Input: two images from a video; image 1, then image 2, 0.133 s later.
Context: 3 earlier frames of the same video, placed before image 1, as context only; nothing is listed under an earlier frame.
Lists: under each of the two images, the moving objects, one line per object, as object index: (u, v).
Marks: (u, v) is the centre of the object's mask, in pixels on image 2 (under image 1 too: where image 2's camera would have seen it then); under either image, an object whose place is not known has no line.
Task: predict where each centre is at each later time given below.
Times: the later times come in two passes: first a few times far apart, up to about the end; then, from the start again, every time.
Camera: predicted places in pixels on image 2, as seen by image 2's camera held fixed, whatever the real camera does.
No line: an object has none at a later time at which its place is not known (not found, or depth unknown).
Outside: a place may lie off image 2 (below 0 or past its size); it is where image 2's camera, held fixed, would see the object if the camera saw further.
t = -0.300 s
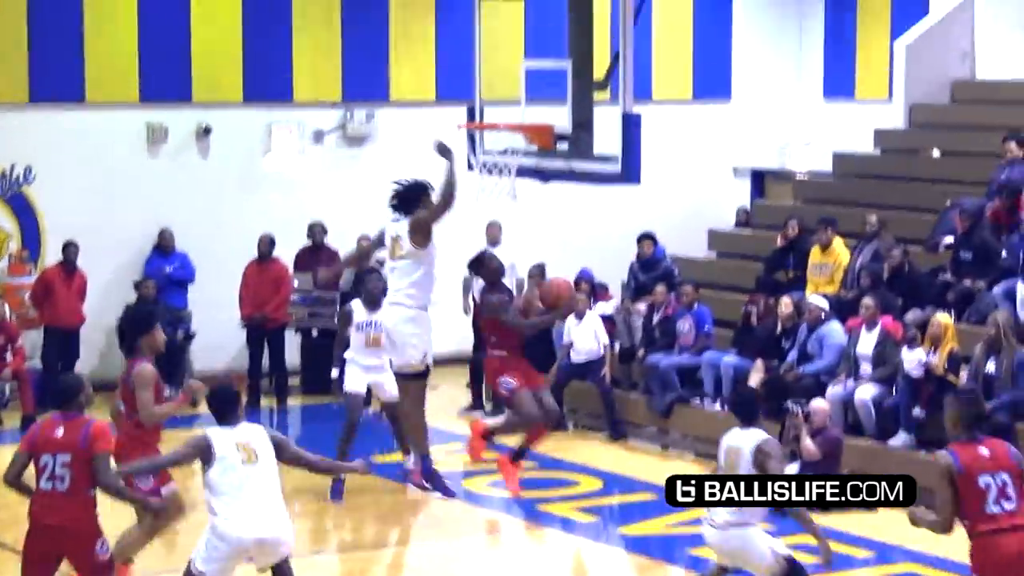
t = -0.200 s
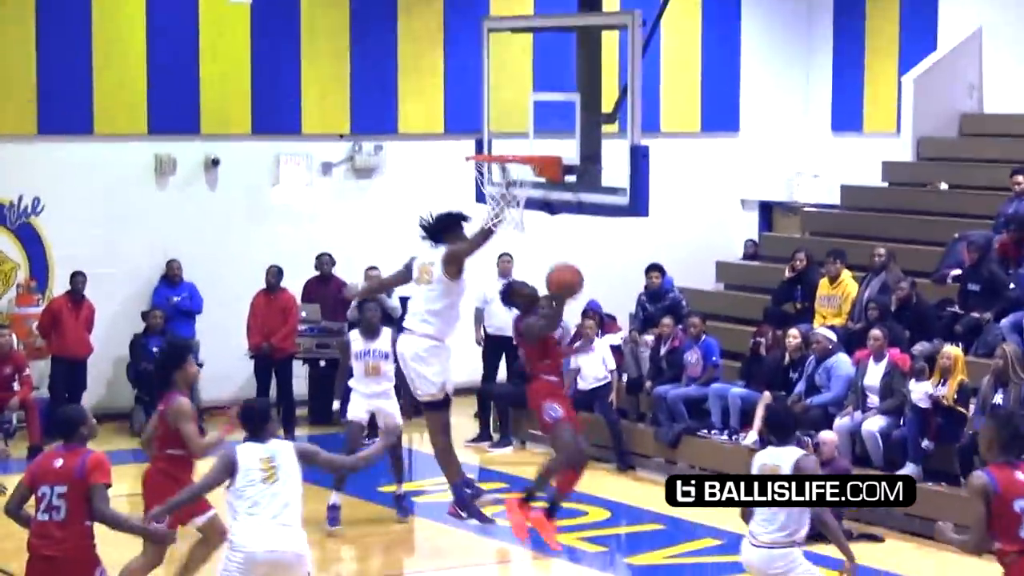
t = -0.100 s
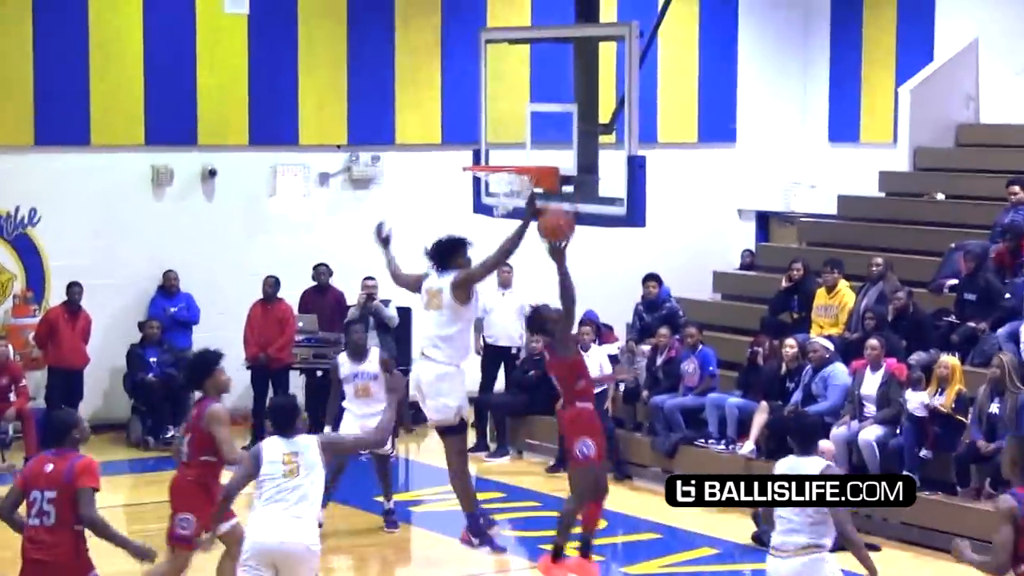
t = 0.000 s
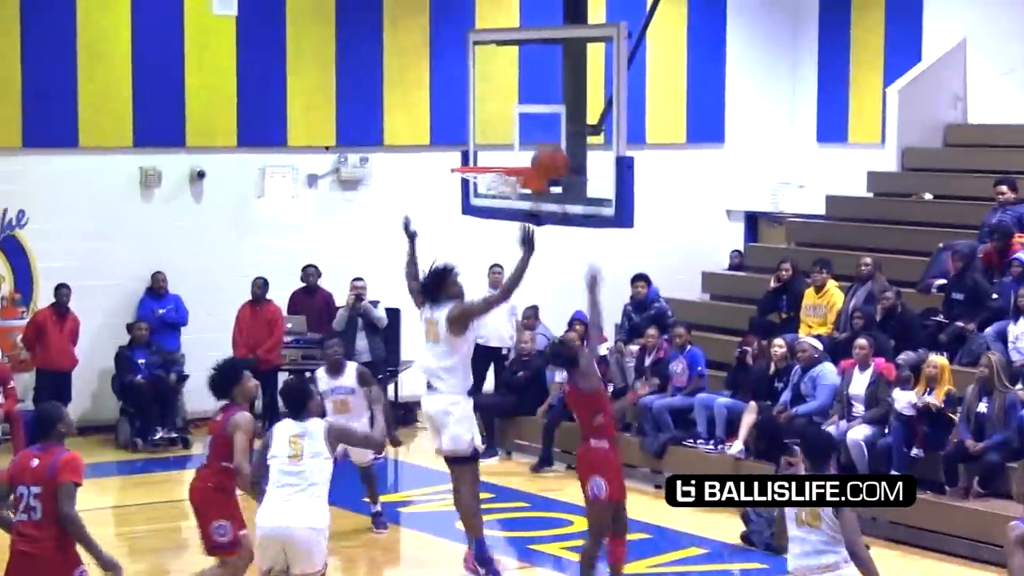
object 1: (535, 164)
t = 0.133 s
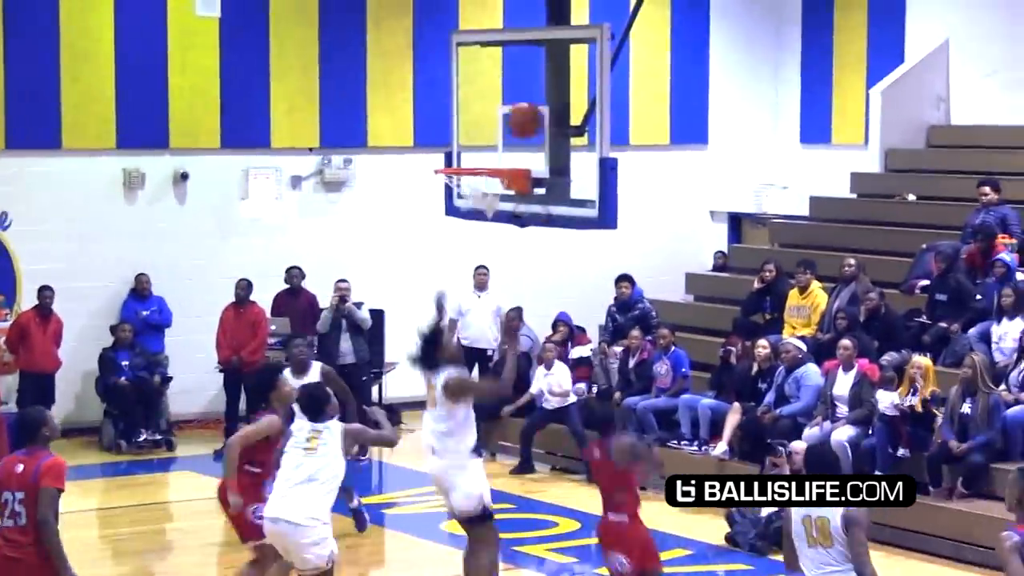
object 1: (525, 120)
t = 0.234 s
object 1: (497, 125)
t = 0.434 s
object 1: (462, 158)
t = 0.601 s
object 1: (480, 190)
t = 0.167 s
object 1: (515, 120)
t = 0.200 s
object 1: (506, 121)
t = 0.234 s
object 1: (497, 125)
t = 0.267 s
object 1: (489, 130)
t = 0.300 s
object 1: (480, 135)
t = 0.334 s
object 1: (472, 144)
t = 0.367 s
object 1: (462, 154)
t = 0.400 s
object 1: (459, 158)
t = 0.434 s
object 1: (462, 158)
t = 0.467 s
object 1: (468, 160)
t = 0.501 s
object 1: (472, 167)
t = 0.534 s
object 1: (475, 176)
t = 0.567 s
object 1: (480, 187)
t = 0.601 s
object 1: (480, 190)
